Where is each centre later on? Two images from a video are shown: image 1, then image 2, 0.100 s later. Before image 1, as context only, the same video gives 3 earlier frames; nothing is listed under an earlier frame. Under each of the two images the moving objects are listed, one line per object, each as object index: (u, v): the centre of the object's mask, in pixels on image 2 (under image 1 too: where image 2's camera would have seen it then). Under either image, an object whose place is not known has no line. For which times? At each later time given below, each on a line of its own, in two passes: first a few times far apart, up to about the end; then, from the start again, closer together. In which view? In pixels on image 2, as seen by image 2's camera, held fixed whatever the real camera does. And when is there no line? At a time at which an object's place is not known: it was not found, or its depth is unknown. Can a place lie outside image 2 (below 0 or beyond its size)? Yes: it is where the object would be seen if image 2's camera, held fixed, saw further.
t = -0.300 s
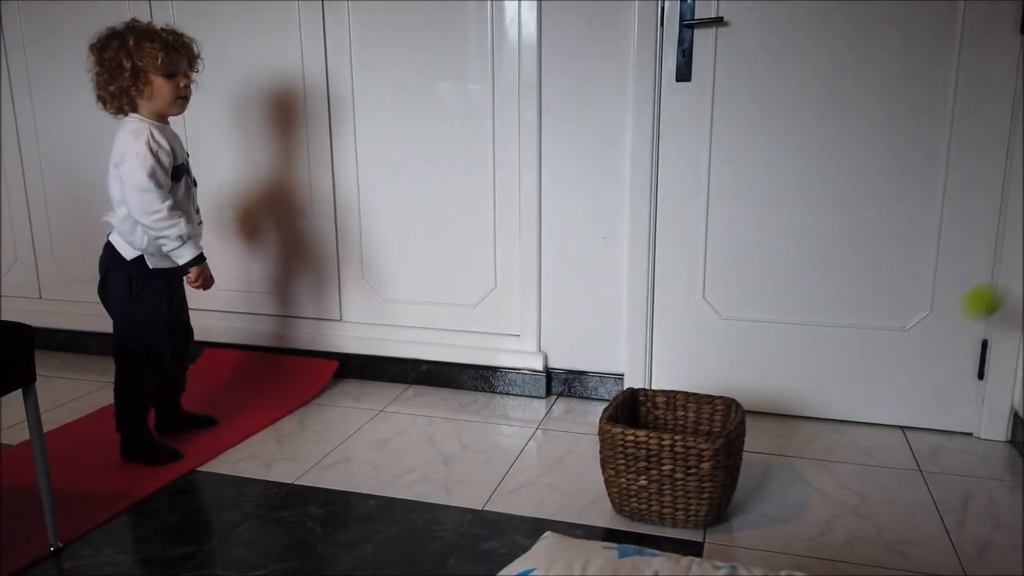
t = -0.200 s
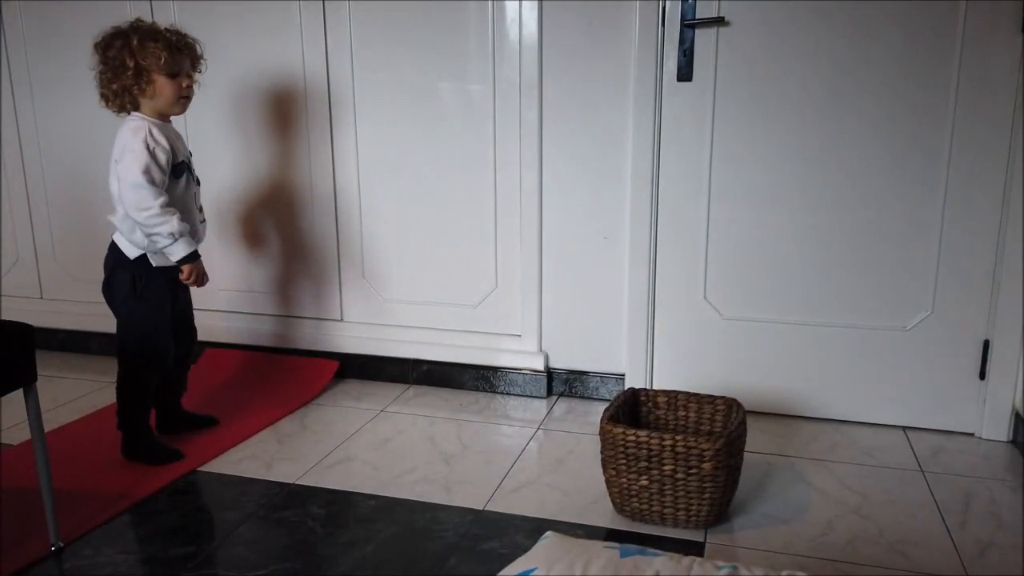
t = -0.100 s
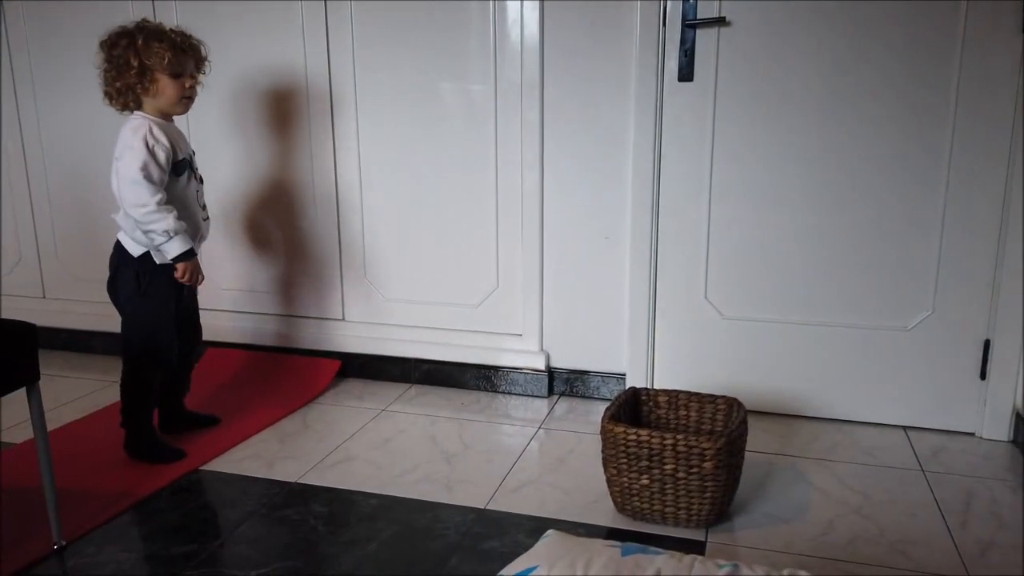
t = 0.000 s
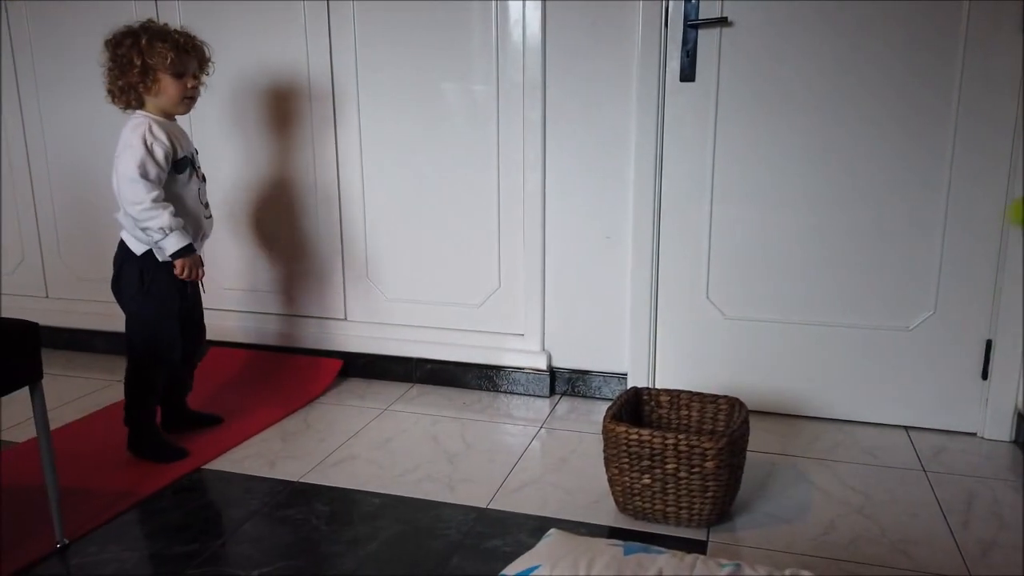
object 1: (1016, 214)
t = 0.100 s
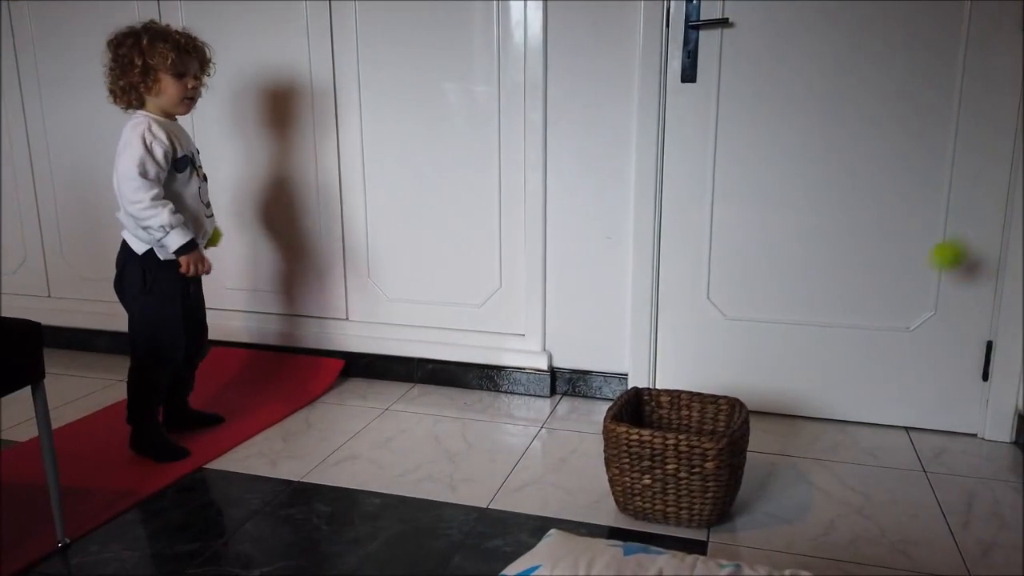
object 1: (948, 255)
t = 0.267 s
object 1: (822, 408)
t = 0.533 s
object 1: (777, 291)
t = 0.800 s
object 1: (723, 379)
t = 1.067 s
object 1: (678, 340)
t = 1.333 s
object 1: (625, 368)
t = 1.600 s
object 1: (578, 390)
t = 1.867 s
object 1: (536, 394)
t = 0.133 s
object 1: (923, 278)
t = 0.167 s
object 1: (901, 307)
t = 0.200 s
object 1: (874, 337)
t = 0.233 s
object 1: (850, 371)
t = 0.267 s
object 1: (822, 408)
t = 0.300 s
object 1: (806, 427)
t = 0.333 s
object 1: (809, 396)
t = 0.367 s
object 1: (805, 368)
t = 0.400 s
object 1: (800, 345)
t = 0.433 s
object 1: (795, 325)
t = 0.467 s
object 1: (789, 310)
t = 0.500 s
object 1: (782, 298)
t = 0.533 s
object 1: (777, 291)
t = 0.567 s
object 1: (770, 288)
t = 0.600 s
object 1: (763, 289)
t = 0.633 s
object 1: (757, 294)
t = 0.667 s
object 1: (750, 304)
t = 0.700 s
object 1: (744, 316)
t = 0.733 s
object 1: (737, 334)
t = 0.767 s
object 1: (730, 355)
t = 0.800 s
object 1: (723, 379)
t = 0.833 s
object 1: (718, 391)
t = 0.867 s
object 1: (711, 383)
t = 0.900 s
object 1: (707, 367)
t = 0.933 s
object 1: (701, 354)
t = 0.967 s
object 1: (695, 345)
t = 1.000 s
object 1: (689, 340)
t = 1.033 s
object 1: (683, 338)
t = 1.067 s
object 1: (678, 340)
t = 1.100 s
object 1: (670, 346)
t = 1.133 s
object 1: (664, 356)
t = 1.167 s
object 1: (655, 370)
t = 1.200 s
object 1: (647, 383)
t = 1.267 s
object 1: (635, 383)
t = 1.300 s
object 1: (630, 377)
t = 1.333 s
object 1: (625, 368)
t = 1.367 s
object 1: (619, 363)
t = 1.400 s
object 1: (614, 363)
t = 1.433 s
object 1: (607, 366)
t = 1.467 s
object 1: (601, 374)
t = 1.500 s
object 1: (594, 384)
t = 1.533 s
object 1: (589, 398)
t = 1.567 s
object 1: (583, 398)
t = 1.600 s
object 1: (578, 390)
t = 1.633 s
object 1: (573, 383)
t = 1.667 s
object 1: (567, 380)
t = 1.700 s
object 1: (562, 381)
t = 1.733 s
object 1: (557, 386)
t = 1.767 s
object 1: (552, 394)
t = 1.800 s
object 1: (546, 406)
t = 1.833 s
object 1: (541, 400)
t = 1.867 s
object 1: (536, 394)
